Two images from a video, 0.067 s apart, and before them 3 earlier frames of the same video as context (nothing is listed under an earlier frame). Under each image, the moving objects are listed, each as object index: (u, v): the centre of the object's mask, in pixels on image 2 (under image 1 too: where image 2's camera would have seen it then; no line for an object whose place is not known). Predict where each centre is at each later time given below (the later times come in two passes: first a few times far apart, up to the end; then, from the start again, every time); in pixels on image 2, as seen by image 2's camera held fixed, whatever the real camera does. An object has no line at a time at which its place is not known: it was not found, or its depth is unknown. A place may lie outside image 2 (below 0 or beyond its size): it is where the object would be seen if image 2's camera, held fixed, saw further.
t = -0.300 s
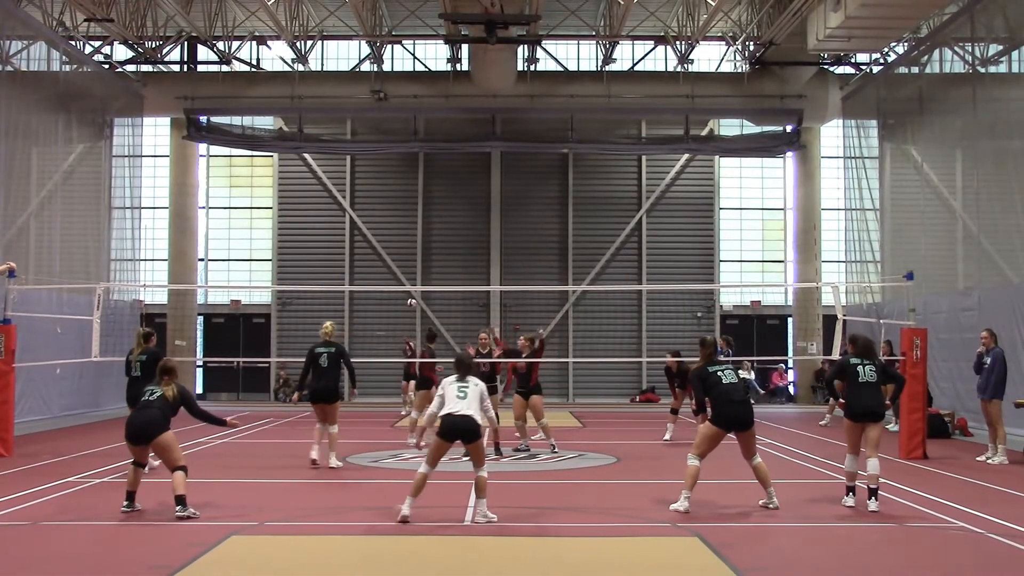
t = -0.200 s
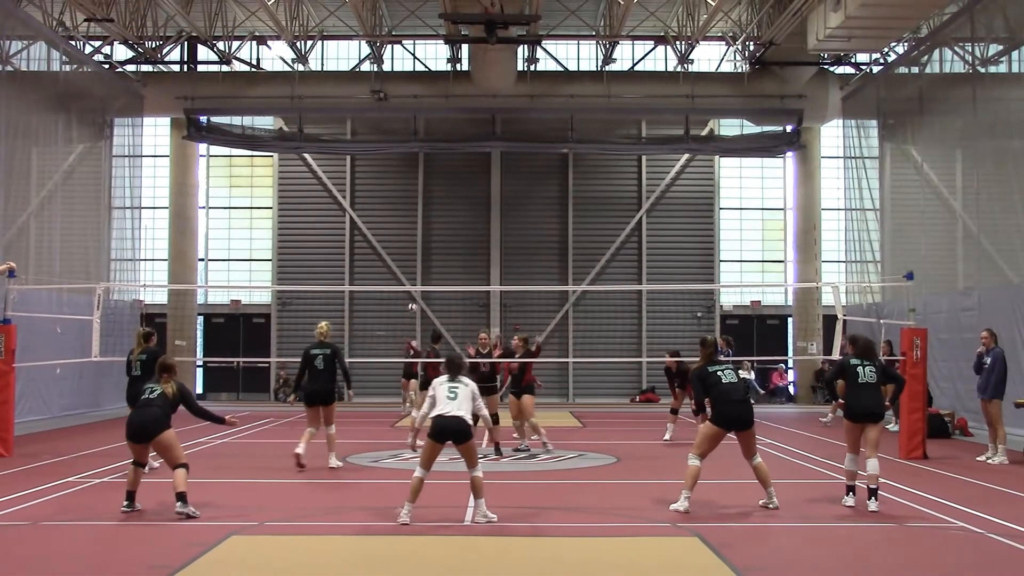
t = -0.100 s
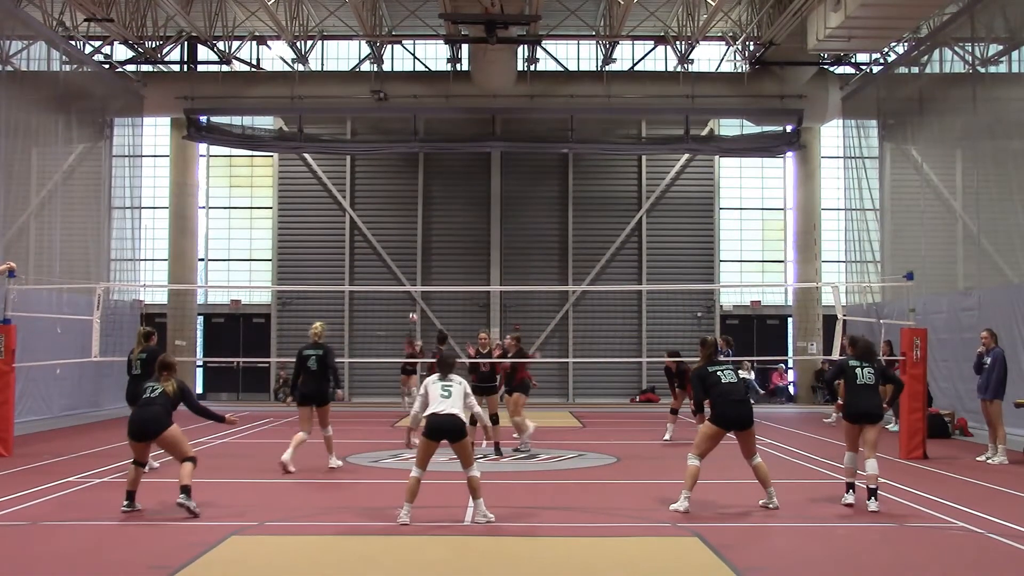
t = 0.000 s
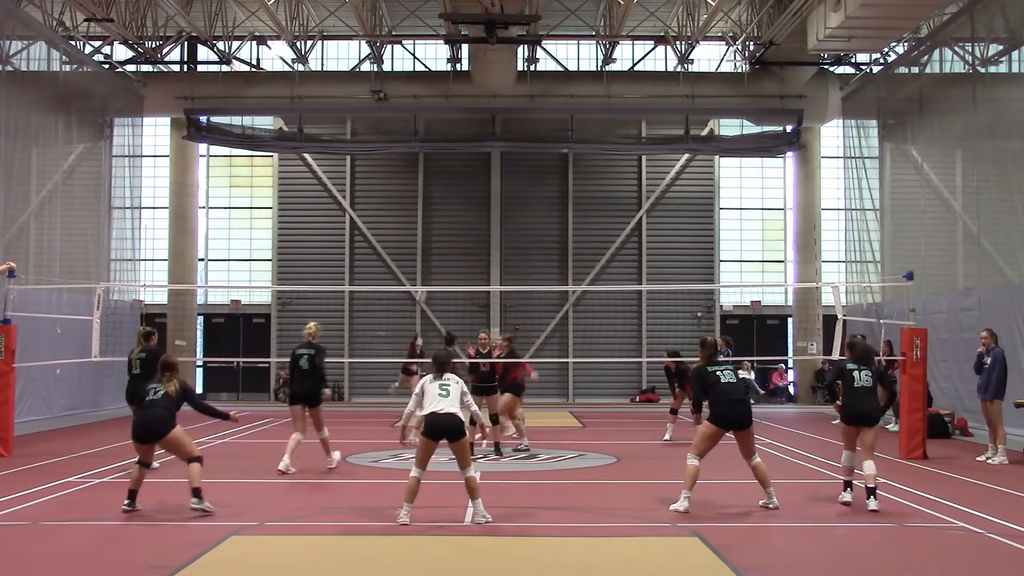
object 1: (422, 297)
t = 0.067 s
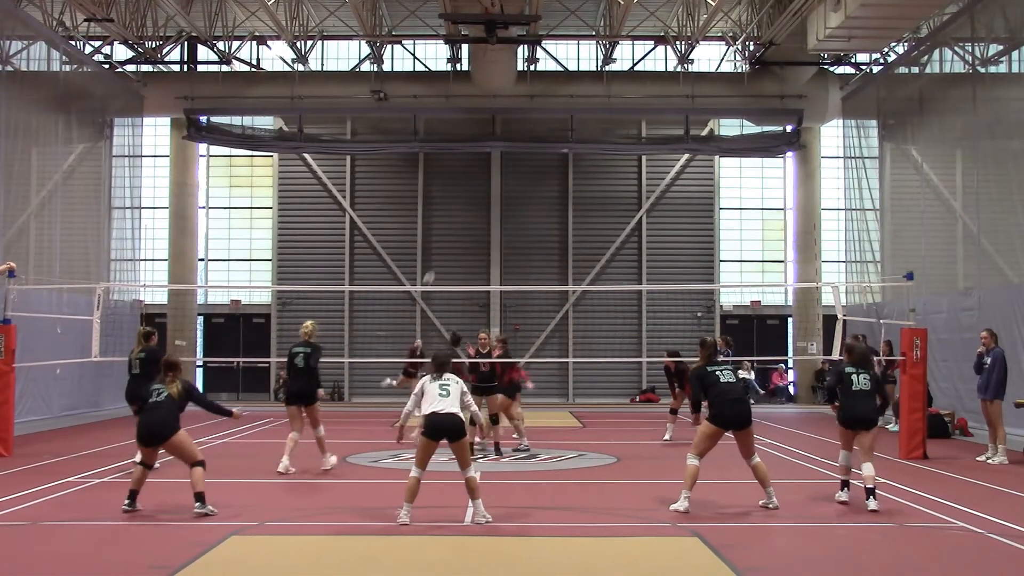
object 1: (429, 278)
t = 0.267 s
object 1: (455, 227)
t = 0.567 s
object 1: (499, 173)
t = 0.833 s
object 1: (552, 168)
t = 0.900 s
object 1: (568, 174)
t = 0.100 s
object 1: (433, 269)
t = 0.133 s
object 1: (437, 260)
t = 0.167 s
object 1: (441, 252)
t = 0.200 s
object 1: (446, 244)
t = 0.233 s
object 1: (451, 235)
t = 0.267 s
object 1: (455, 227)
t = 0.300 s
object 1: (460, 219)
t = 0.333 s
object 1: (465, 212)
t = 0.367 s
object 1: (470, 204)
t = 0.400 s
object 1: (474, 197)
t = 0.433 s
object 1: (479, 192)
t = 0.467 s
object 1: (483, 186)
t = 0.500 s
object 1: (488, 181)
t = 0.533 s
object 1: (494, 177)
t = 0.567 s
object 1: (499, 173)
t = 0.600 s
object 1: (504, 170)
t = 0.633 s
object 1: (510, 168)
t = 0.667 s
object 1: (516, 166)
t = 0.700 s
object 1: (523, 166)
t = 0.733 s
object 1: (530, 165)
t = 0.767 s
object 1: (537, 166)
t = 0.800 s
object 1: (545, 166)
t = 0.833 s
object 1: (552, 168)
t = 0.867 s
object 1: (560, 171)
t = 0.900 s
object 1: (568, 174)
